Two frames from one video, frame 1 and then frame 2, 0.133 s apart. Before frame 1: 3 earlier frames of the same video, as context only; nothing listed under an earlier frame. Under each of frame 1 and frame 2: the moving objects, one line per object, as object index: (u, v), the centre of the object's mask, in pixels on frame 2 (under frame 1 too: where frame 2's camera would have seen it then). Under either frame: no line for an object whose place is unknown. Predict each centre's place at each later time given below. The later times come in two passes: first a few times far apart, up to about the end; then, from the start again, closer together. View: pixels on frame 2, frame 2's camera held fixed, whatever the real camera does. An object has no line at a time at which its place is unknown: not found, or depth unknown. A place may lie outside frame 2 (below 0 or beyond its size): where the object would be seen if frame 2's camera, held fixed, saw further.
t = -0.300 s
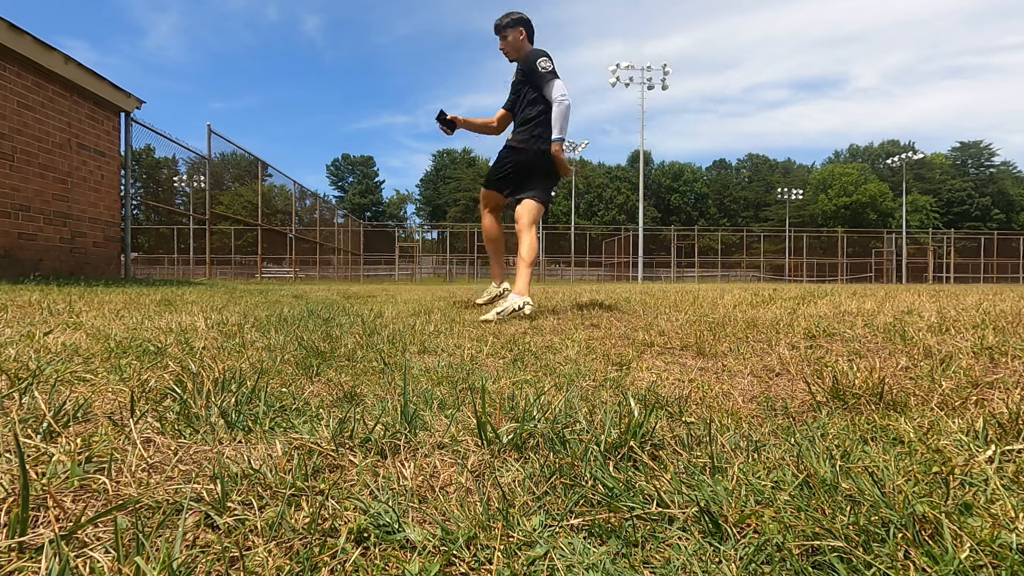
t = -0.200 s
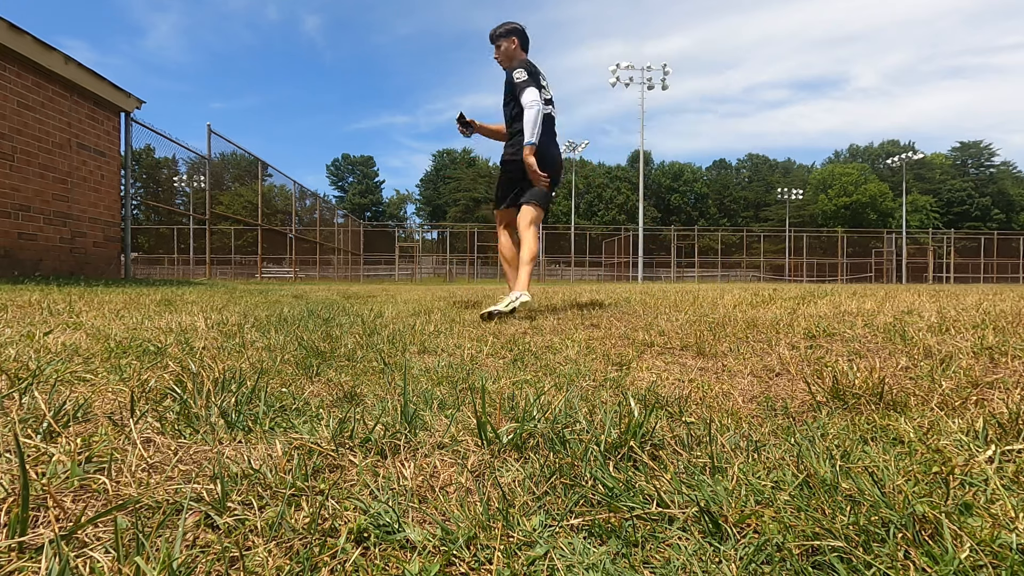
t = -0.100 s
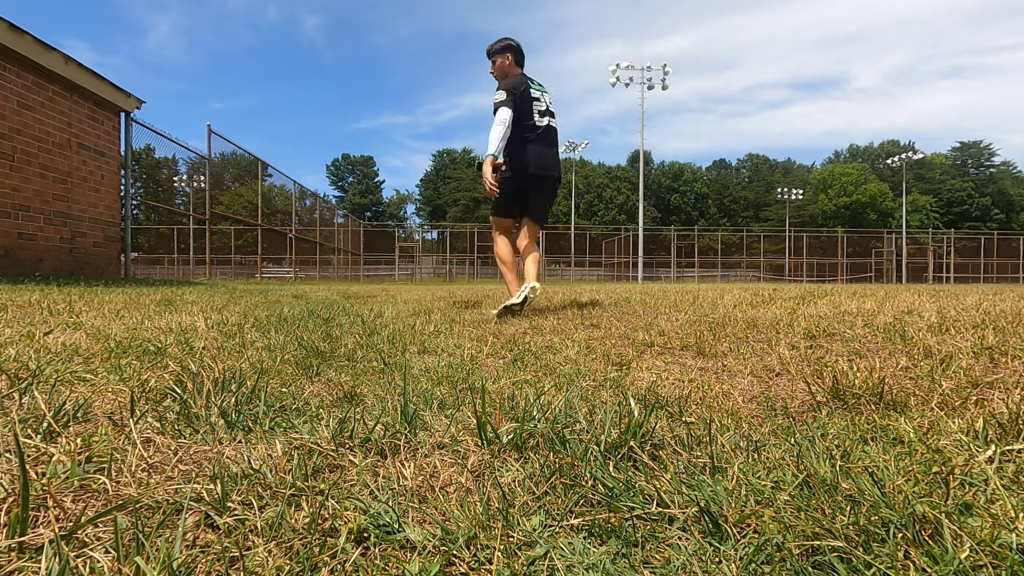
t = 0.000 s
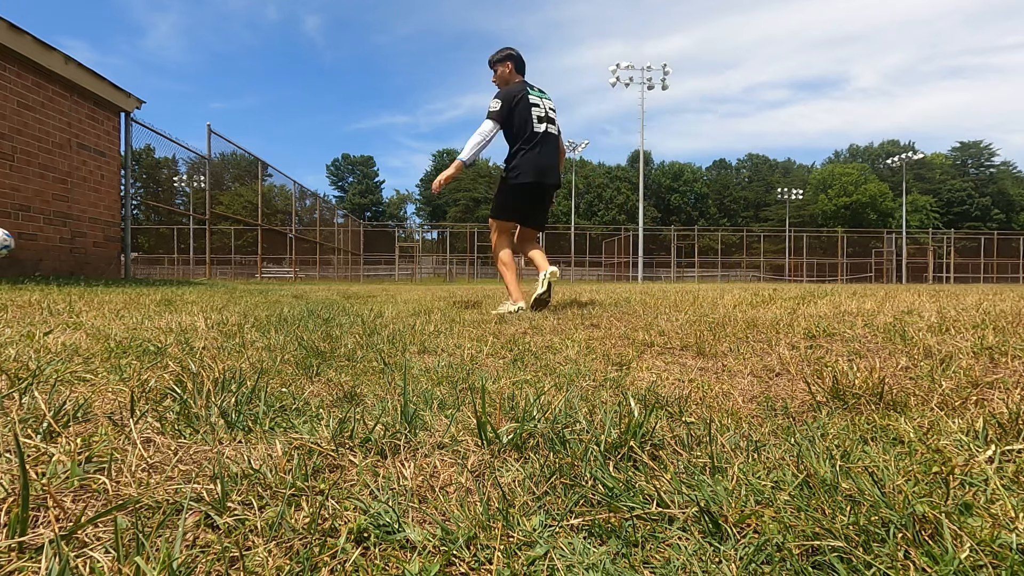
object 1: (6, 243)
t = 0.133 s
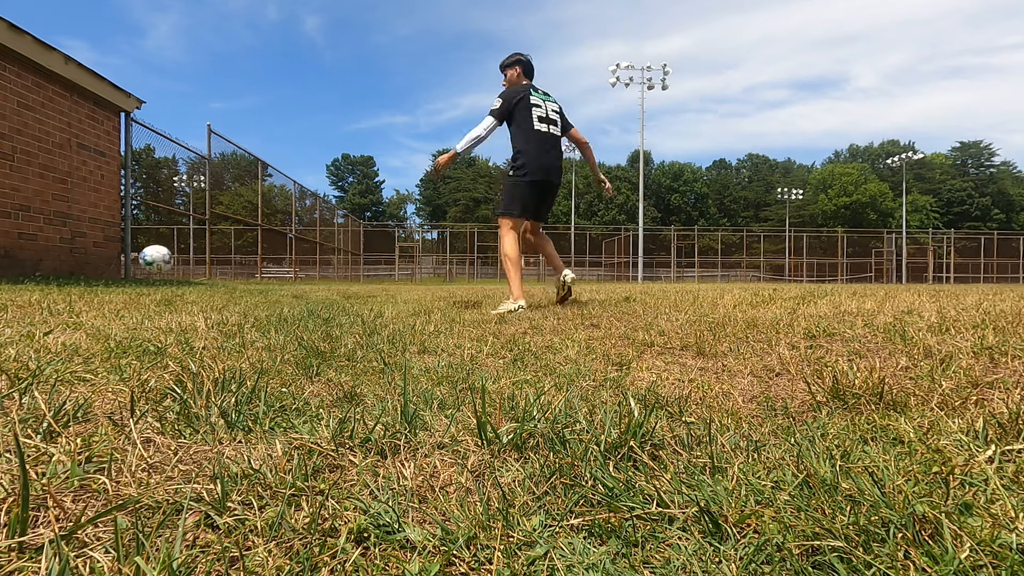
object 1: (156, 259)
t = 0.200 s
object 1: (228, 274)
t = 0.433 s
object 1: (384, 278)
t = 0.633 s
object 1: (475, 285)
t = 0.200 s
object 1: (228, 274)
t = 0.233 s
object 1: (262, 282)
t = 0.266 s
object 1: (293, 292)
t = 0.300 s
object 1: (314, 290)
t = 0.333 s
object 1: (332, 286)
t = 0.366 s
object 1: (350, 282)
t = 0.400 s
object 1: (367, 279)
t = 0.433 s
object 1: (384, 278)
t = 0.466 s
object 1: (400, 278)
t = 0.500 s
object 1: (416, 280)
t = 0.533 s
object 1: (432, 282)
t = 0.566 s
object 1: (448, 286)
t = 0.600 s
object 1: (463, 288)
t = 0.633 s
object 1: (475, 285)
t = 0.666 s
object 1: (487, 280)
